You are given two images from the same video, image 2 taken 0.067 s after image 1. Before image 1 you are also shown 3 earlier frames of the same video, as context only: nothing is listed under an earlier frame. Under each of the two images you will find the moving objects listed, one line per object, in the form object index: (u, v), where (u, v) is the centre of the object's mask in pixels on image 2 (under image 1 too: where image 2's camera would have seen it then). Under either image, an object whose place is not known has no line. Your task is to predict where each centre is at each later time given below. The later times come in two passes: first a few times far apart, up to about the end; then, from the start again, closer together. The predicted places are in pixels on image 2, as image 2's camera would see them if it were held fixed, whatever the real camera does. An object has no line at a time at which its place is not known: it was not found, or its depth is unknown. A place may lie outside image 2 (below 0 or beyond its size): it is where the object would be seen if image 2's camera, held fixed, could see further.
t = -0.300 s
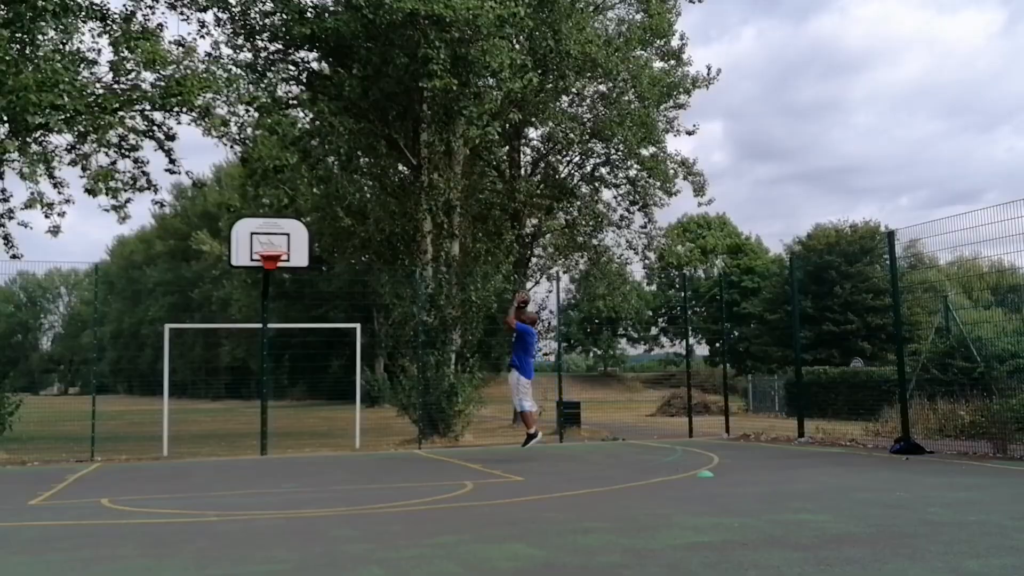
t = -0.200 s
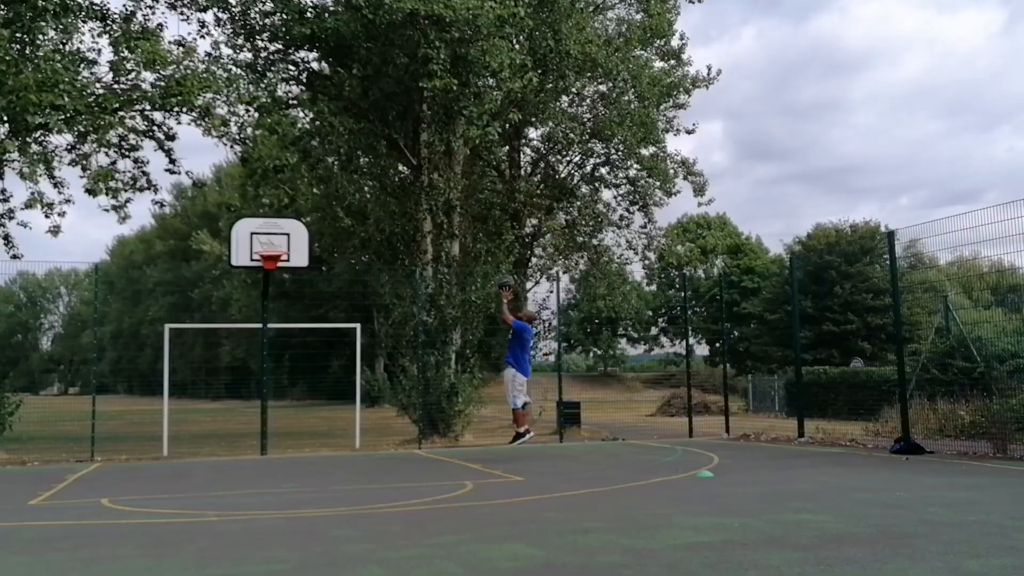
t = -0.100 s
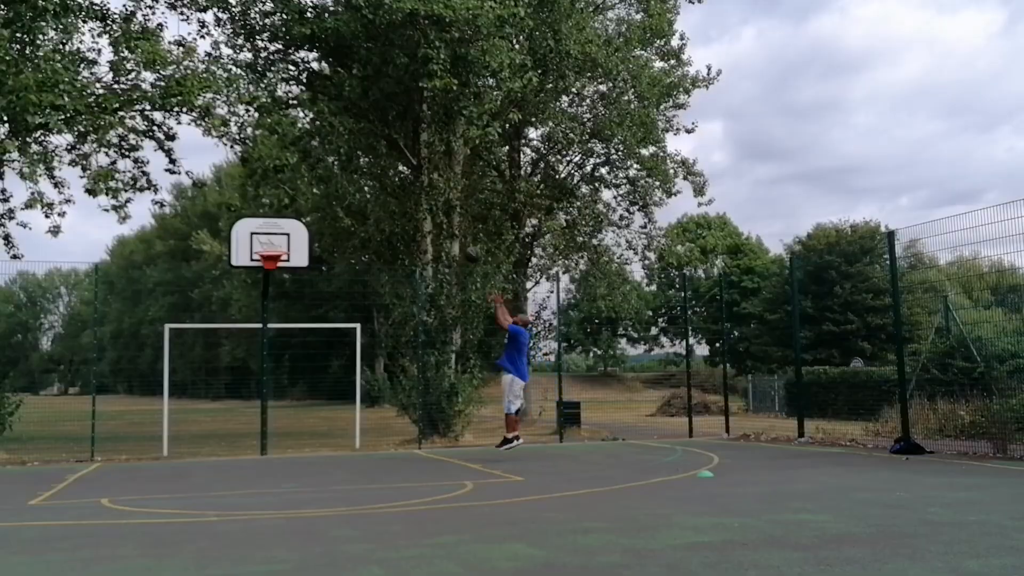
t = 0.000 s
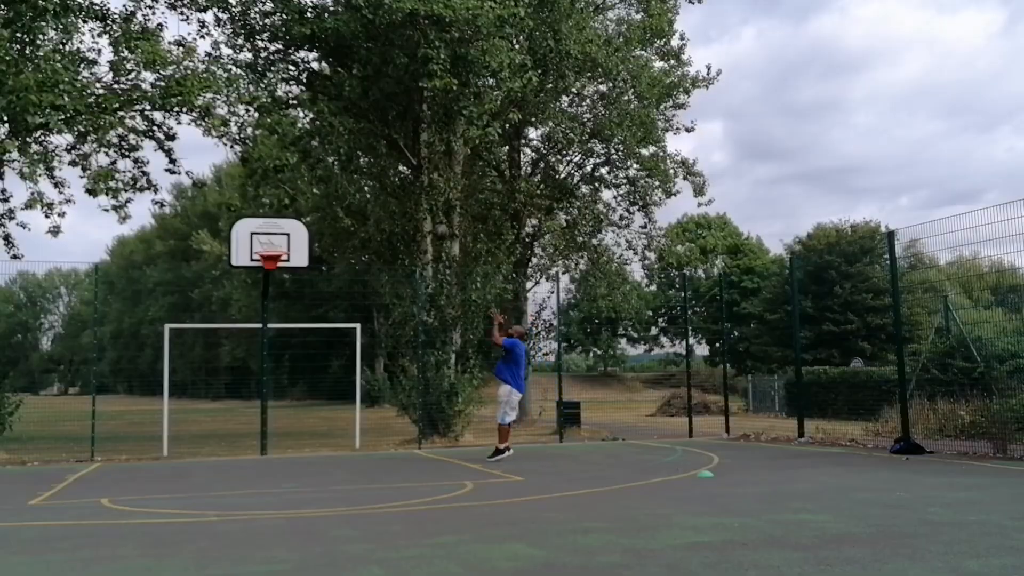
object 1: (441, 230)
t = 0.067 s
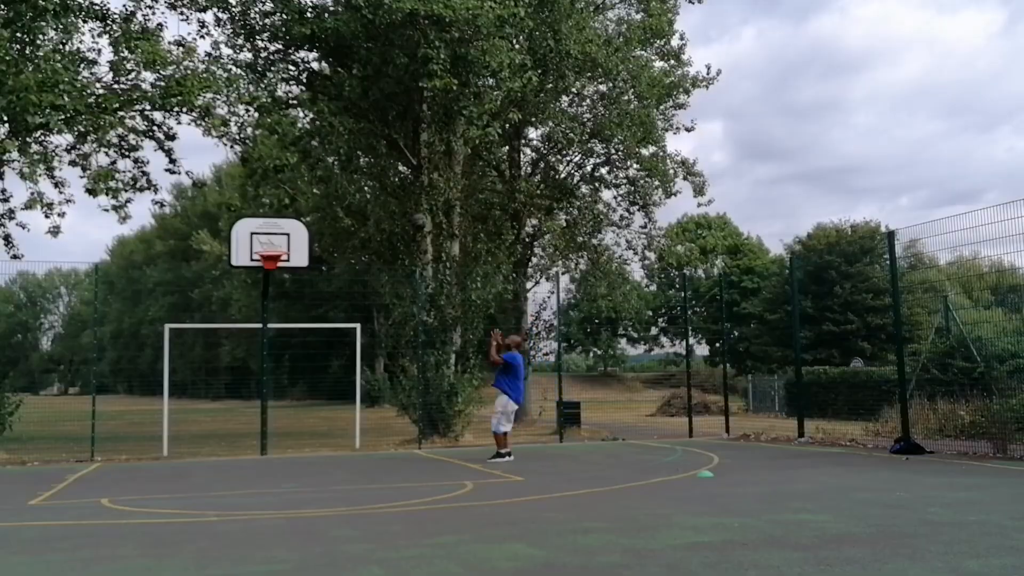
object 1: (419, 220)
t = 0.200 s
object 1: (376, 210)
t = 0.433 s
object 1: (306, 218)
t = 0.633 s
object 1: (271, 243)
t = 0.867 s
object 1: (294, 289)
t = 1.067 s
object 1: (325, 356)
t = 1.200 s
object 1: (343, 420)
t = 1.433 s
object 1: (379, 396)
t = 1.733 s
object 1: (420, 334)
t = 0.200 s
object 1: (376, 210)
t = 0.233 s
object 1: (367, 209)
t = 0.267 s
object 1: (357, 208)
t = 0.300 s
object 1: (346, 209)
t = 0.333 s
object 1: (336, 210)
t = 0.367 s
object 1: (326, 212)
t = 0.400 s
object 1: (316, 214)
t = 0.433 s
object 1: (306, 218)
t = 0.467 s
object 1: (297, 222)
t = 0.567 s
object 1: (281, 232)
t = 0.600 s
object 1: (276, 238)
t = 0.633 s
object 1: (271, 243)
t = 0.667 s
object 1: (266, 246)
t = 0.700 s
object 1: (265, 256)
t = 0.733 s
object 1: (272, 260)
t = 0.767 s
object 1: (277, 265)
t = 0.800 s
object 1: (283, 273)
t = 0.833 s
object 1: (289, 280)
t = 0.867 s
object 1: (294, 289)
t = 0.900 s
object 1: (299, 298)
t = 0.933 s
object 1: (304, 308)
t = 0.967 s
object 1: (309, 320)
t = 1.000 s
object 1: (315, 332)
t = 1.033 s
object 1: (320, 344)
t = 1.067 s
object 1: (325, 356)
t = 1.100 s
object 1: (330, 371)
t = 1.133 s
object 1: (335, 385)
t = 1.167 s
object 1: (339, 403)
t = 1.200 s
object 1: (343, 420)
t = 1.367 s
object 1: (368, 417)
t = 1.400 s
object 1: (374, 405)
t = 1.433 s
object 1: (379, 396)
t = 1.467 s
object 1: (383, 384)
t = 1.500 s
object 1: (388, 376)
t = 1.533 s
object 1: (393, 369)
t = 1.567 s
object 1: (397, 361)
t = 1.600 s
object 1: (402, 354)
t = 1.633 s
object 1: (406, 348)
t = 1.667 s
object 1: (410, 343)
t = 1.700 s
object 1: (415, 339)
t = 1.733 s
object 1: (420, 334)
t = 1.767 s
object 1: (425, 331)
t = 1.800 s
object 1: (430, 329)
